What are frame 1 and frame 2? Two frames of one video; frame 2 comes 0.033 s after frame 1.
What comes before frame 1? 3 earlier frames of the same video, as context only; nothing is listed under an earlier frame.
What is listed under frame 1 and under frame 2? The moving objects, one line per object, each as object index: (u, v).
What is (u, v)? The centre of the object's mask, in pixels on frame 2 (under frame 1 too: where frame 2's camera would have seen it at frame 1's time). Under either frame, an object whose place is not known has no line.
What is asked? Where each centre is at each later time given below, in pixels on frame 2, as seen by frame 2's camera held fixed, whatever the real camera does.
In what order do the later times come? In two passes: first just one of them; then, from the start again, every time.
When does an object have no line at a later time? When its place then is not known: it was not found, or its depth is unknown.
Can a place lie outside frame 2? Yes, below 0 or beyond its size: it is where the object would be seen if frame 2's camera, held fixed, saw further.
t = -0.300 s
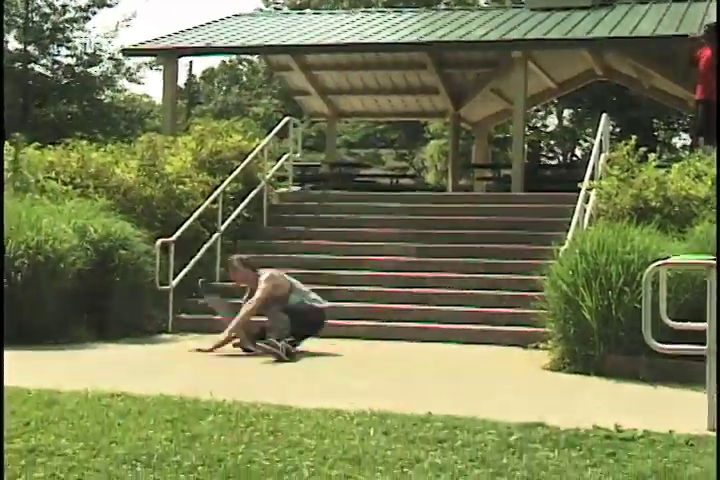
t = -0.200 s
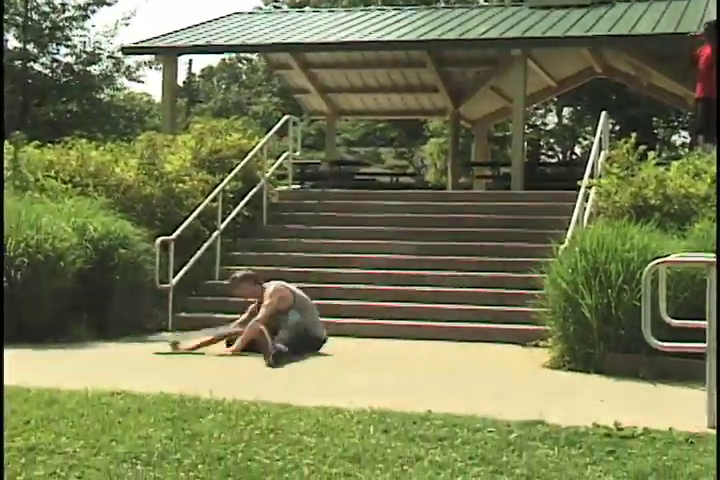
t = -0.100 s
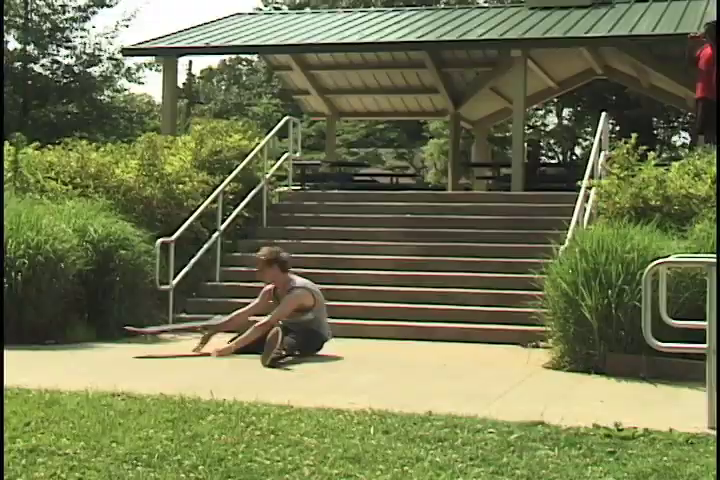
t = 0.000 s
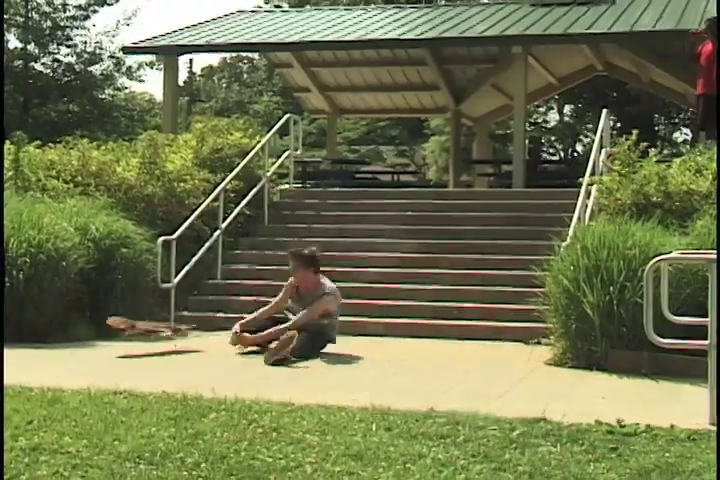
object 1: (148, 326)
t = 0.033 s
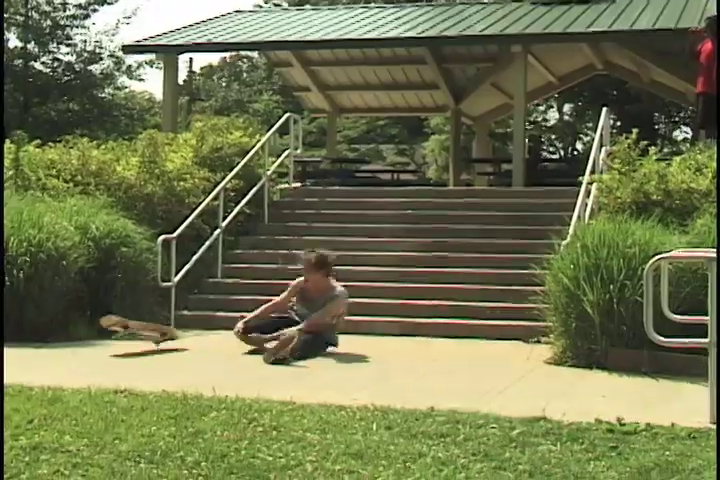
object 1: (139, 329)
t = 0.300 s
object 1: (100, 343)
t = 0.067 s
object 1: (135, 331)
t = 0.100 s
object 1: (133, 333)
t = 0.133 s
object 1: (121, 337)
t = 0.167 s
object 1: (117, 338)
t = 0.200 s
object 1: (113, 339)
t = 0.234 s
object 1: (110, 341)
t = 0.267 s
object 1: (103, 343)
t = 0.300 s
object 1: (100, 343)
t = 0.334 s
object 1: (96, 343)
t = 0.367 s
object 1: (94, 343)
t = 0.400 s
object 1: (90, 345)
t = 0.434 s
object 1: (85, 347)
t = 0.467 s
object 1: (83, 346)
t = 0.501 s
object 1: (82, 348)
